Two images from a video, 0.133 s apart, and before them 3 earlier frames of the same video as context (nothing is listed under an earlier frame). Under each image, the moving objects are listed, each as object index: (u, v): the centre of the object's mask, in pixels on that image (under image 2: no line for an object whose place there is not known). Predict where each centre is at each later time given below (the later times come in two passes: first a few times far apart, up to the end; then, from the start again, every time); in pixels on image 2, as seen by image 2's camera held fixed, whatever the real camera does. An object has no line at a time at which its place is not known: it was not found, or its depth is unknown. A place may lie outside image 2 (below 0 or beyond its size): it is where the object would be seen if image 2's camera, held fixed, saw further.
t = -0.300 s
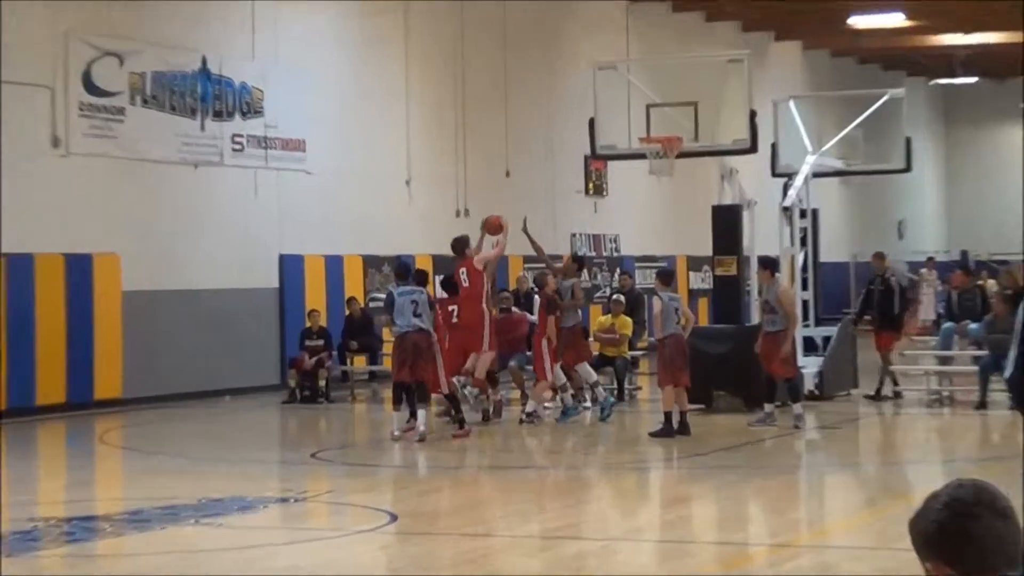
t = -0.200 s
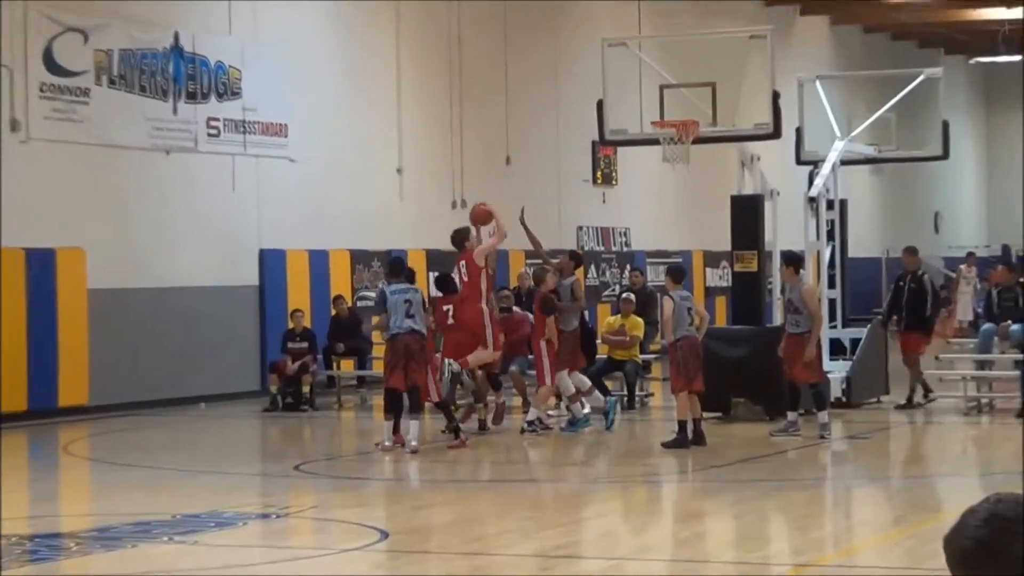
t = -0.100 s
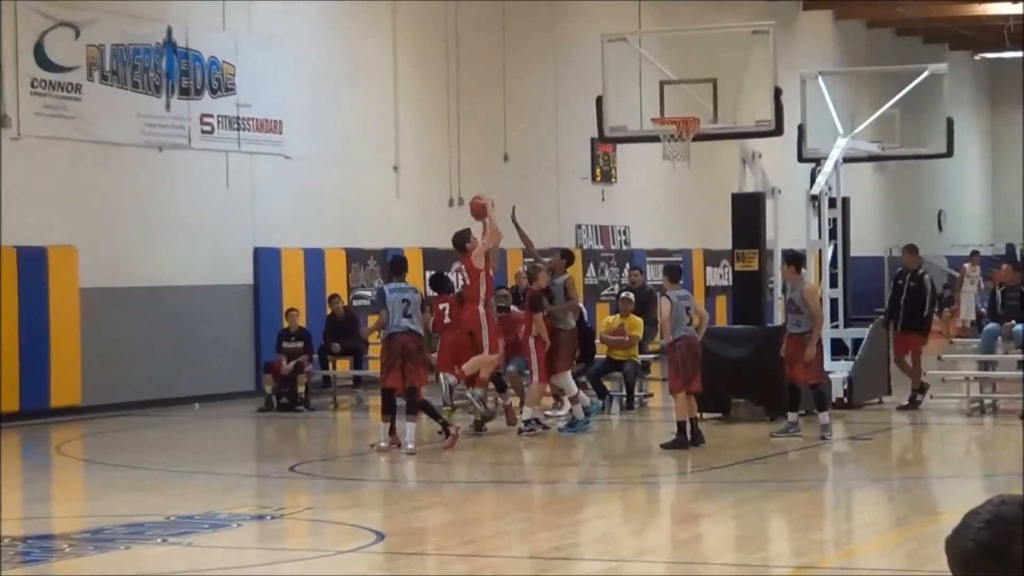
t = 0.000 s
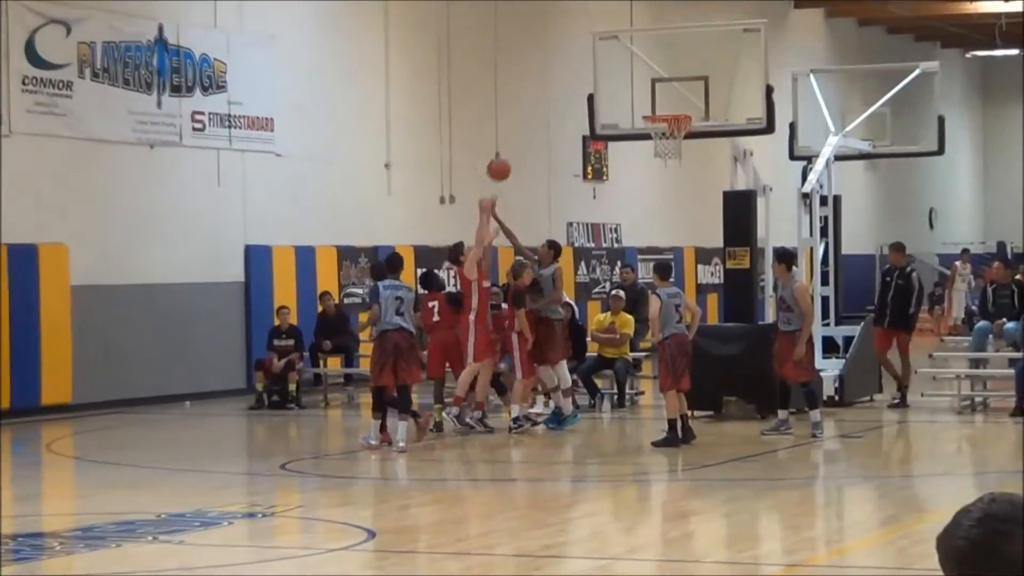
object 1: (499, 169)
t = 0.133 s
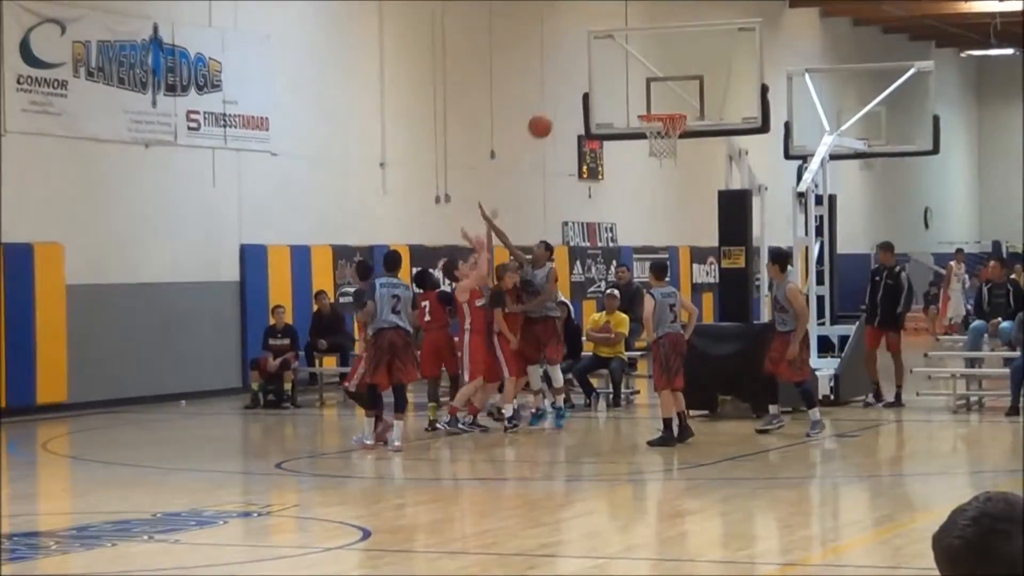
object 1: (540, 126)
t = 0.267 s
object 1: (581, 104)
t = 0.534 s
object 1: (659, 103)
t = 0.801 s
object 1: (664, 131)
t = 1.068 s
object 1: (657, 143)
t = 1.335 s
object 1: (675, 196)
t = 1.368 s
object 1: (677, 207)
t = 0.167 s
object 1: (551, 119)
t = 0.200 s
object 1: (560, 113)
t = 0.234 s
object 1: (569, 108)
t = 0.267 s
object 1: (581, 104)
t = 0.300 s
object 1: (593, 100)
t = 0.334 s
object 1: (604, 97)
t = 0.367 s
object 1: (616, 95)
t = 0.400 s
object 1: (628, 94)
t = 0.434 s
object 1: (641, 95)
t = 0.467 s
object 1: (652, 98)
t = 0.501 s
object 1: (657, 100)
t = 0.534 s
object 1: (659, 103)
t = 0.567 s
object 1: (662, 108)
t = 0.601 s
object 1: (665, 109)
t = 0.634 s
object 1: (665, 121)
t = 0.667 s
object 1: (670, 129)
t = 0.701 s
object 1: (671, 131)
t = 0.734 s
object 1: (667, 128)
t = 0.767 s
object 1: (665, 134)
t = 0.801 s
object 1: (664, 131)
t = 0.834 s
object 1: (663, 131)
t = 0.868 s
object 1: (660, 132)
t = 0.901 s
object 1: (658, 133)
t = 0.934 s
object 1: (655, 136)
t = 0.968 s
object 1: (655, 137)
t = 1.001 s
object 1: (655, 139)
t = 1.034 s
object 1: (656, 142)
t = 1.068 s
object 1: (657, 143)
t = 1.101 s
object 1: (659, 149)
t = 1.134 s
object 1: (661, 152)
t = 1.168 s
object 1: (664, 157)
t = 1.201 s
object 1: (667, 163)
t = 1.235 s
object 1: (669, 169)
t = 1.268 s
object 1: (672, 177)
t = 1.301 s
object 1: (674, 186)
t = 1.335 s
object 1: (675, 196)
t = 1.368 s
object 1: (677, 207)
